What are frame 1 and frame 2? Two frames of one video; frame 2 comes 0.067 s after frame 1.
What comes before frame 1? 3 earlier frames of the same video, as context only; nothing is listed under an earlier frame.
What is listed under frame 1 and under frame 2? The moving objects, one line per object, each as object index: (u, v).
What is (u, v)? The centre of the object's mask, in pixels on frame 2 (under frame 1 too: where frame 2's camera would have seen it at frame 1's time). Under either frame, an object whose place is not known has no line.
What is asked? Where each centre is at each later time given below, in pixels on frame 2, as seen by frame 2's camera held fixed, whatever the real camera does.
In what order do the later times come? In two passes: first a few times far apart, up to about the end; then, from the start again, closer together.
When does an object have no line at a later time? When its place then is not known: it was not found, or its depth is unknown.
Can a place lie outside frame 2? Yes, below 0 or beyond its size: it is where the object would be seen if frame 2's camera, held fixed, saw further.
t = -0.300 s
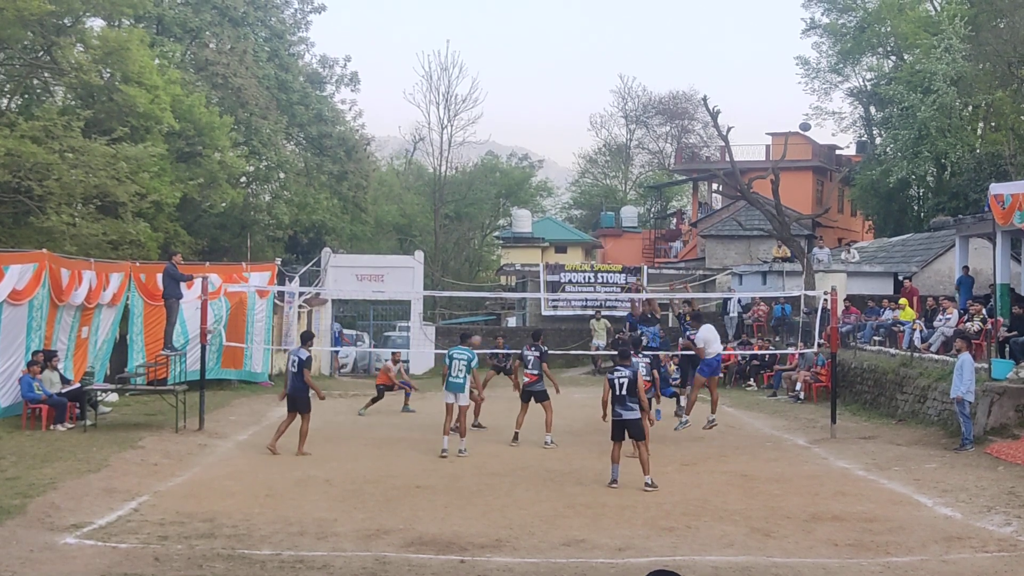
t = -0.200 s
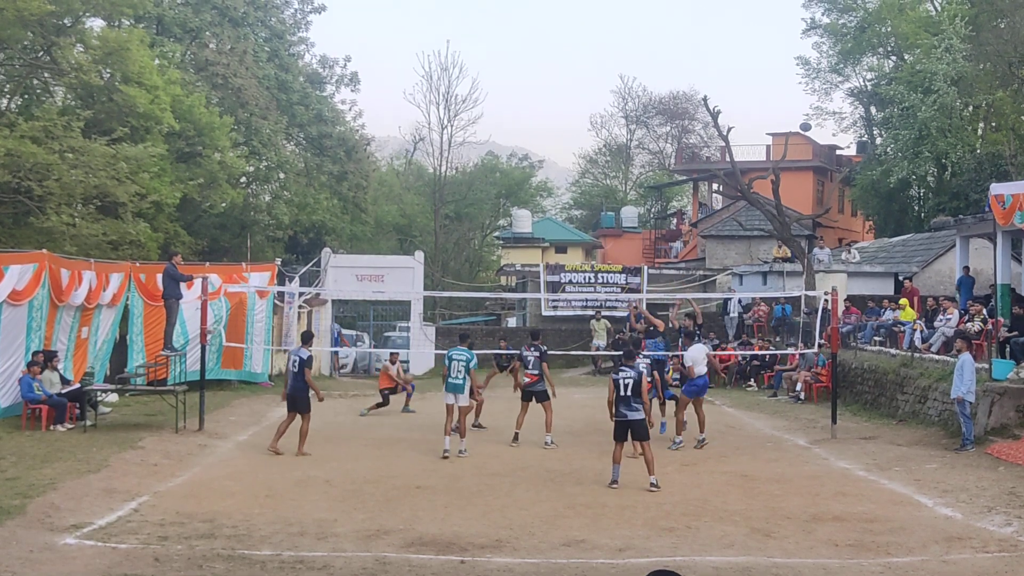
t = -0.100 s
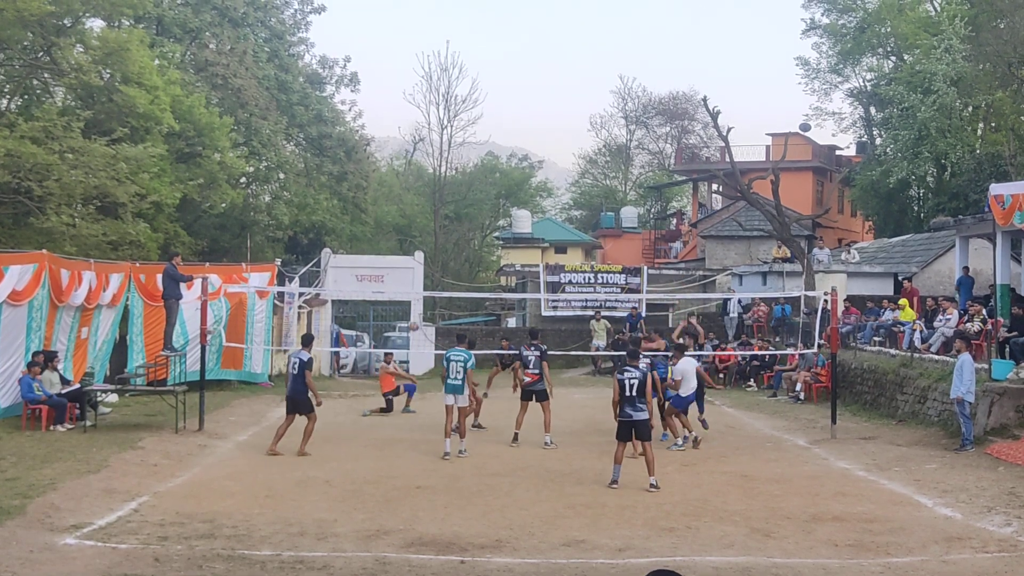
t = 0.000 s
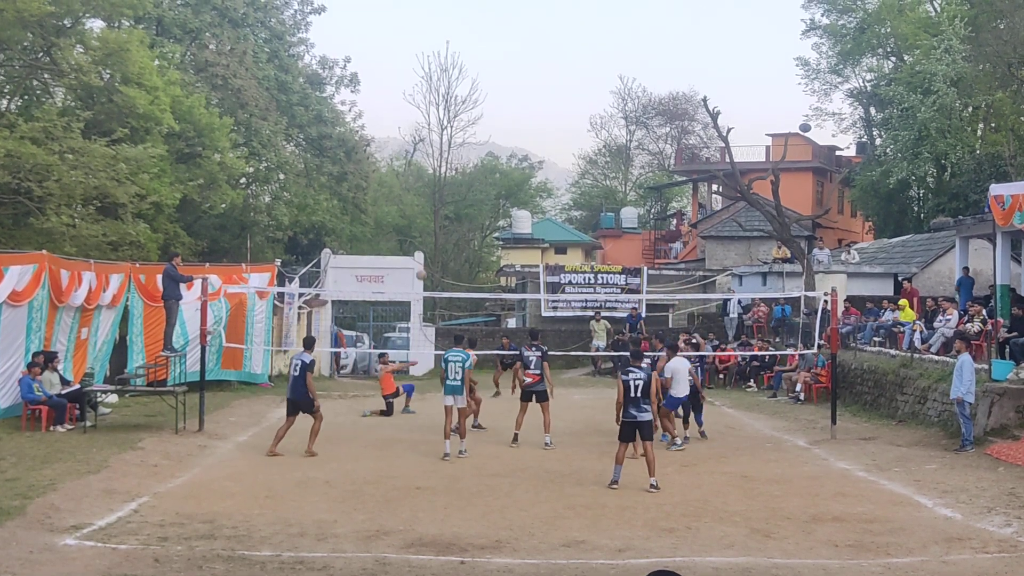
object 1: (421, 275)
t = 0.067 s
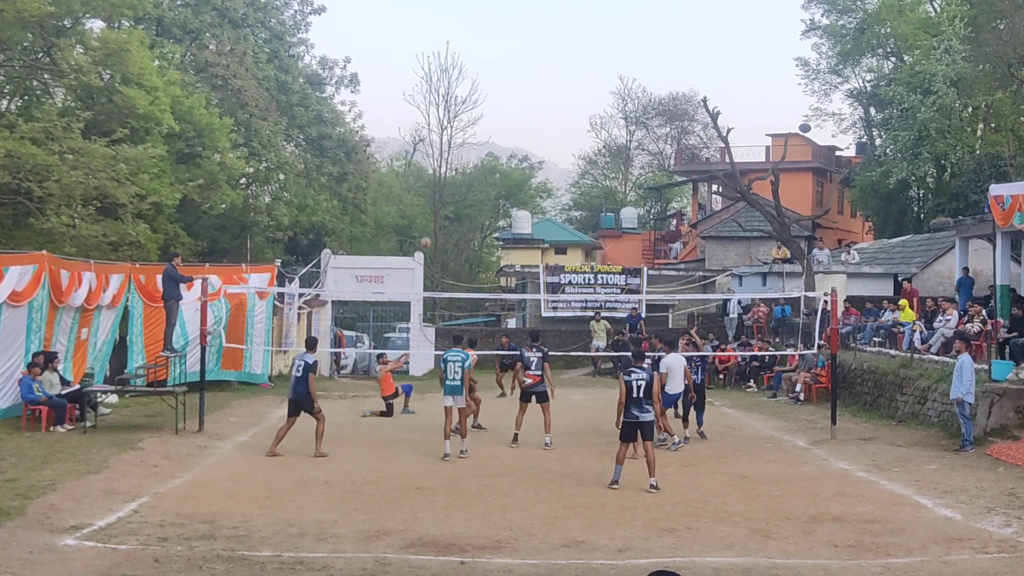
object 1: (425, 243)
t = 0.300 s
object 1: (436, 146)
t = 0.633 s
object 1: (450, 49)
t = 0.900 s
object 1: (457, 11)
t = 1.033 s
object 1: (460, 7)
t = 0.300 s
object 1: (436, 146)
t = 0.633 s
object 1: (450, 49)
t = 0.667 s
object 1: (450, 42)
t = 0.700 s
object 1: (451, 36)
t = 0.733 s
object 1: (452, 31)
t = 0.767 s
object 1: (453, 25)
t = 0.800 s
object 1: (454, 21)
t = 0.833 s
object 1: (455, 17)
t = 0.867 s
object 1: (456, 14)
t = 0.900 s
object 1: (457, 11)
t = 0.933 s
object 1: (457, 9)
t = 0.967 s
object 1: (458, 8)
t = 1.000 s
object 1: (459, 7)
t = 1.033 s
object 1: (460, 7)
